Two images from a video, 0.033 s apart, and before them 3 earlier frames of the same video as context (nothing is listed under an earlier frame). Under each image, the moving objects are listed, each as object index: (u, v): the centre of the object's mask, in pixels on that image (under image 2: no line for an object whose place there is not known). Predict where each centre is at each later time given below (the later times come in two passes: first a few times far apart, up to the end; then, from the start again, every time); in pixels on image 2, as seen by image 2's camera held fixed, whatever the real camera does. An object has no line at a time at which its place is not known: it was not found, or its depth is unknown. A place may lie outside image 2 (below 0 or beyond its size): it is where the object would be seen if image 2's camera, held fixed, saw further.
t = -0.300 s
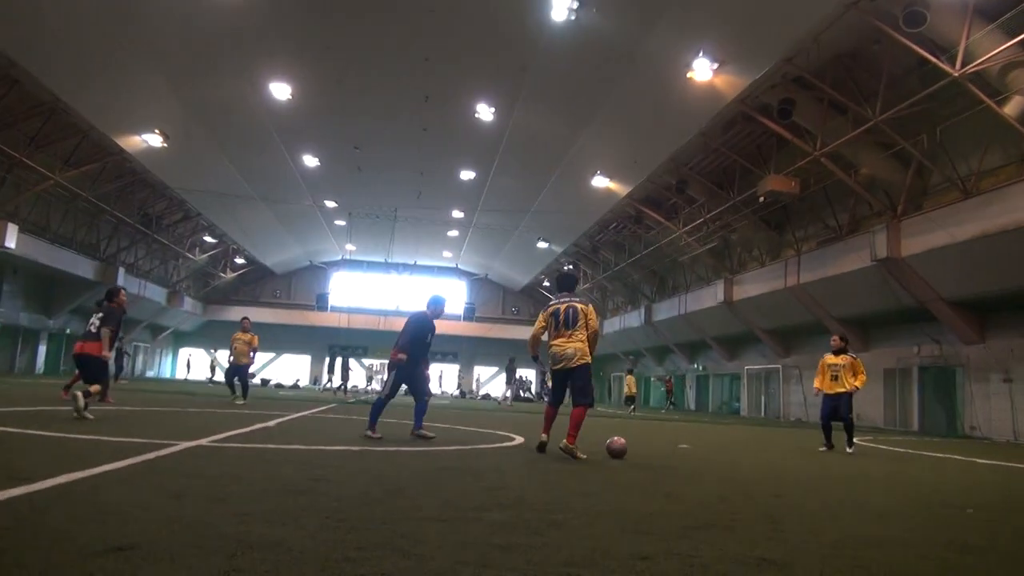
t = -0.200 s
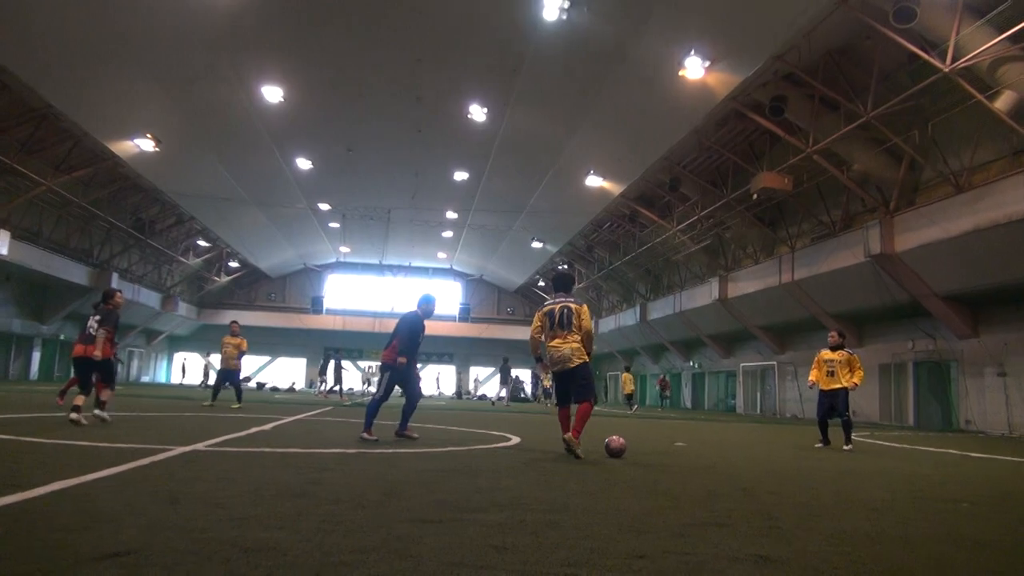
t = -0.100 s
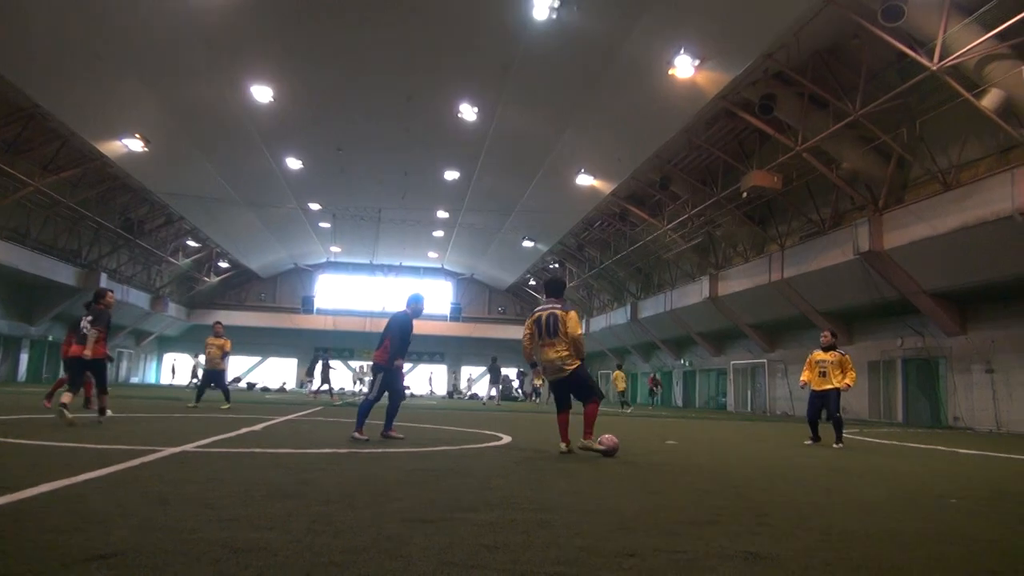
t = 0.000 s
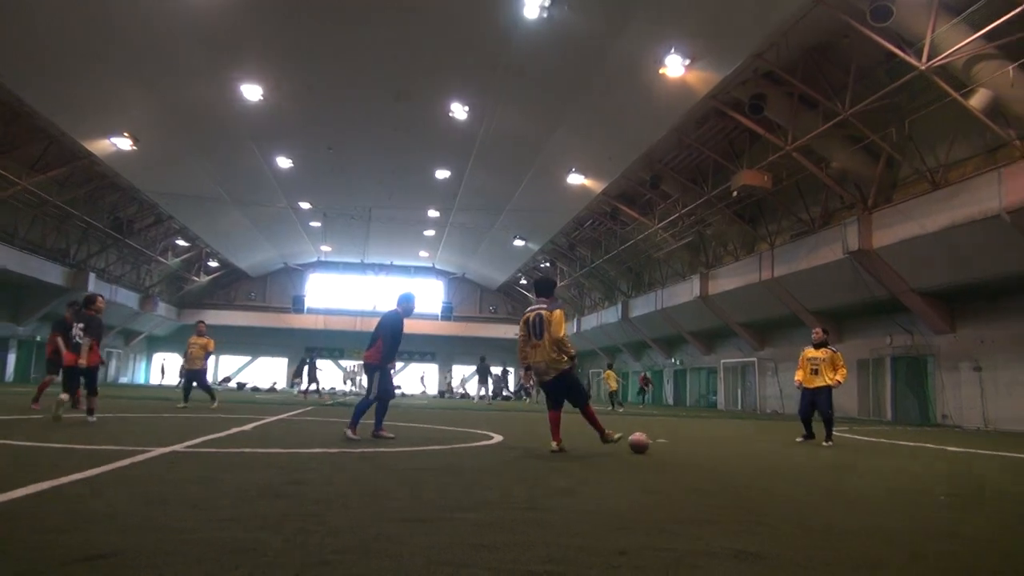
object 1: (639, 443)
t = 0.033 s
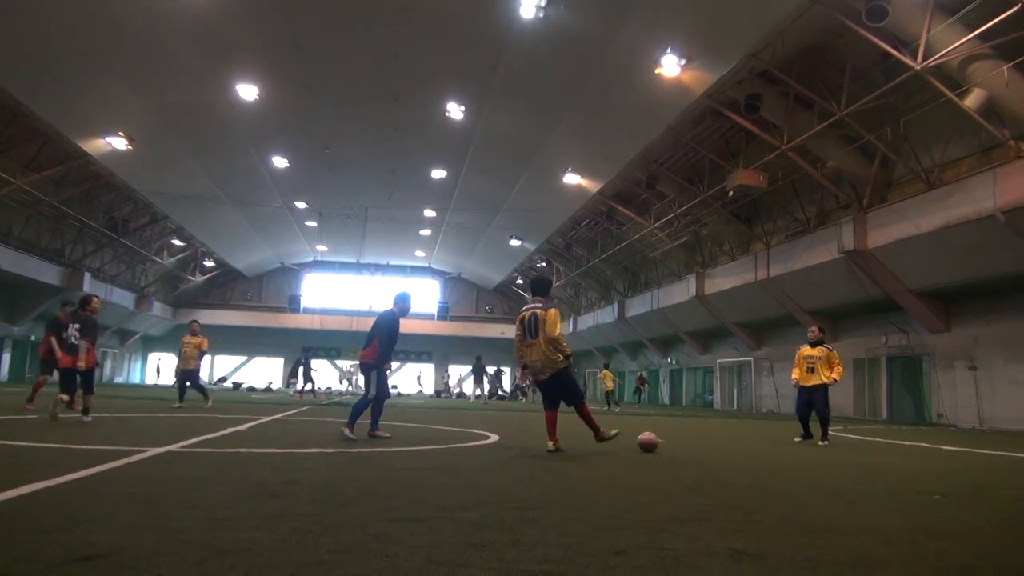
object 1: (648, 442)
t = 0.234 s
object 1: (710, 440)
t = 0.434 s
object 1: (752, 439)
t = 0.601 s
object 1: (780, 439)
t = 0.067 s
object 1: (661, 441)
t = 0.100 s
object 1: (672, 441)
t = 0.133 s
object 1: (682, 441)
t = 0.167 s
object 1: (692, 441)
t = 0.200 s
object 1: (701, 440)
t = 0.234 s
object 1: (710, 440)
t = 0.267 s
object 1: (718, 440)
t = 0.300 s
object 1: (726, 440)
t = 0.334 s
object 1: (733, 439)
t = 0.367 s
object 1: (740, 440)
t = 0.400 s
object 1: (746, 439)
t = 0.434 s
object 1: (752, 439)
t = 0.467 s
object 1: (758, 439)
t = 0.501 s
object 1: (764, 439)
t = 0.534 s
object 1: (769, 439)
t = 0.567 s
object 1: (775, 439)
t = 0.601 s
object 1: (780, 439)
